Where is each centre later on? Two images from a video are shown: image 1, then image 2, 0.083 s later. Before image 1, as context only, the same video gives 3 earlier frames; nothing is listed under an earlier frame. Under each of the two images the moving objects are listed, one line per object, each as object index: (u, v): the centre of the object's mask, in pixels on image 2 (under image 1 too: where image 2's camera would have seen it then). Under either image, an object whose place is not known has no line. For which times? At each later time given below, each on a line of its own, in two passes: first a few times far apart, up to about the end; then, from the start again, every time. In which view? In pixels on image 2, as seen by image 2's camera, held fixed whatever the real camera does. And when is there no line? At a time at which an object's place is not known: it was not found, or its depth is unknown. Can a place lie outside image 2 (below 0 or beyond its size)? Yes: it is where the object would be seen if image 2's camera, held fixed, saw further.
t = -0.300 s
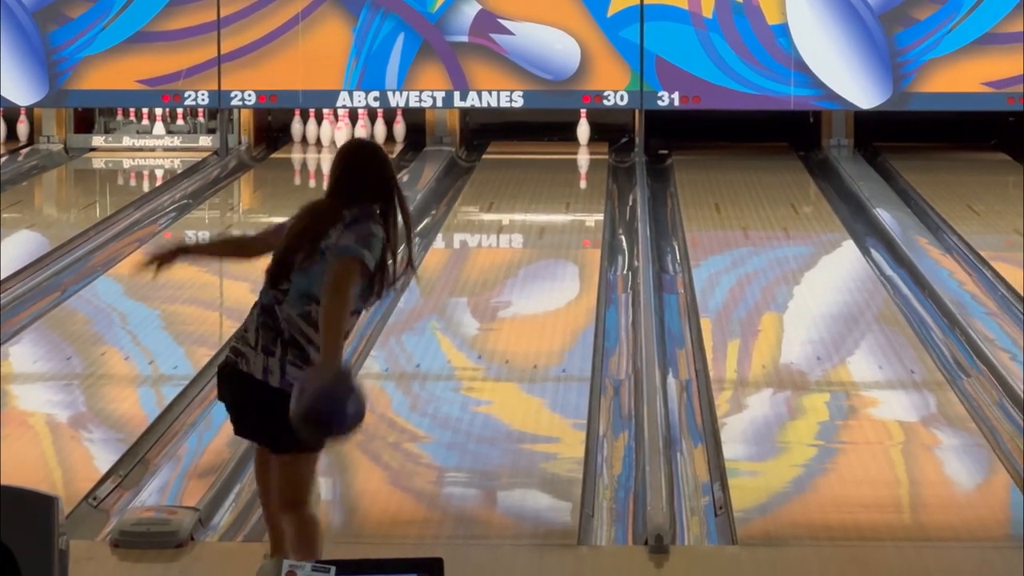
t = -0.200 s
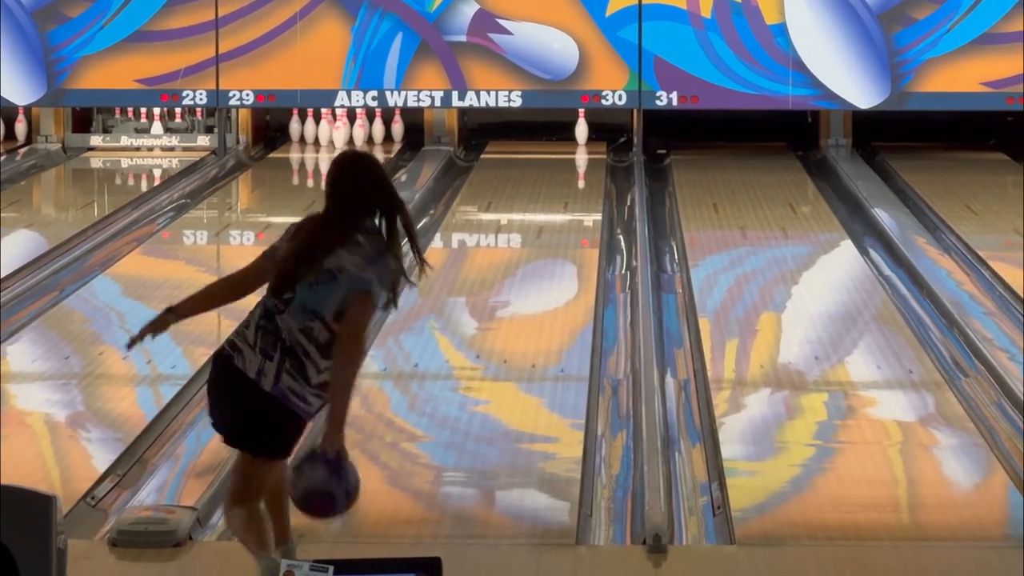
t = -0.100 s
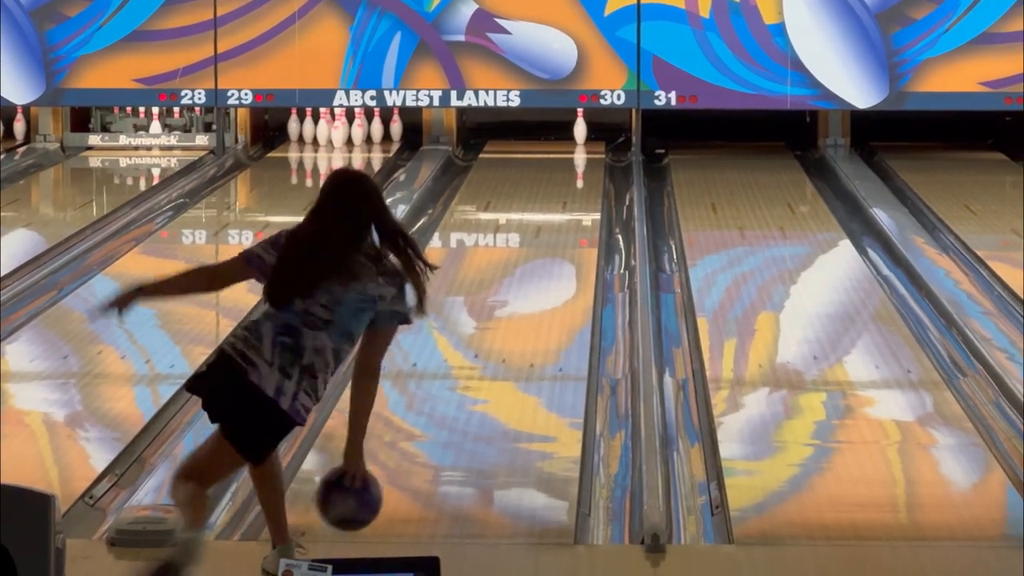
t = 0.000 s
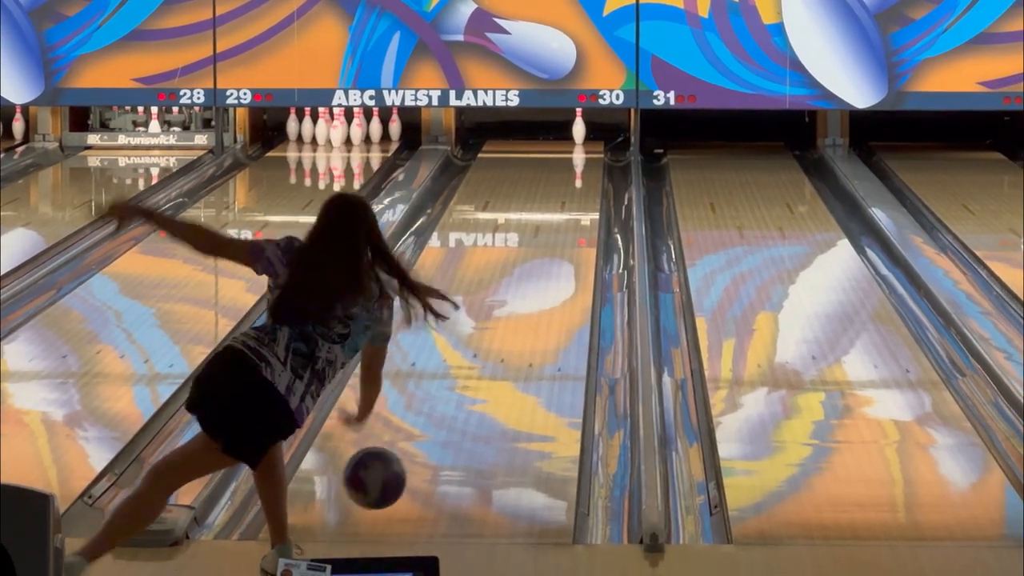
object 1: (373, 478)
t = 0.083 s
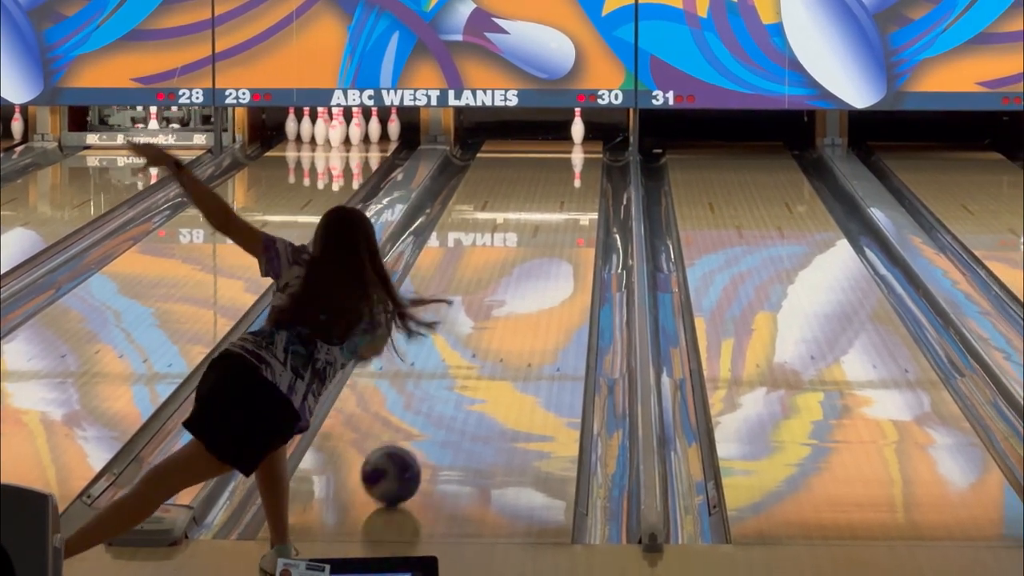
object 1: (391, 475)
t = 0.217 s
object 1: (416, 436)
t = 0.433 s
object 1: (449, 383)
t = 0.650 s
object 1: (477, 339)
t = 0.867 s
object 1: (500, 303)
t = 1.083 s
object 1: (519, 272)
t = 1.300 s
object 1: (535, 245)
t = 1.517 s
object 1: (548, 224)
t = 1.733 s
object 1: (560, 204)
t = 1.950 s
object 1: (569, 187)
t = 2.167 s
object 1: (577, 171)
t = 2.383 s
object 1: (583, 159)
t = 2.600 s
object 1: (589, 147)
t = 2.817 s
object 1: (592, 137)
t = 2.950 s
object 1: (598, 131)
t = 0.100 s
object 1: (394, 469)
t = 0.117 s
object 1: (397, 464)
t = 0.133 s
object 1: (401, 459)
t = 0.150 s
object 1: (404, 455)
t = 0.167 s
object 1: (407, 450)
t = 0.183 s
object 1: (410, 445)
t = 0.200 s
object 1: (413, 440)
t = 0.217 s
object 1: (416, 436)
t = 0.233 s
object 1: (419, 431)
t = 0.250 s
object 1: (421, 427)
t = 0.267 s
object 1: (424, 423)
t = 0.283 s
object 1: (427, 418)
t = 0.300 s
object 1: (430, 415)
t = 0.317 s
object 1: (432, 410)
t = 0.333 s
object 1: (435, 406)
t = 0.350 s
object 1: (437, 402)
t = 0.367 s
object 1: (440, 398)
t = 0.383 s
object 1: (442, 394)
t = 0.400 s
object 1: (445, 390)
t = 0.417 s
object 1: (447, 386)
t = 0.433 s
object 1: (449, 383)
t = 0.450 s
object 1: (452, 379)
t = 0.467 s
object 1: (454, 375)
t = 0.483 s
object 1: (456, 371)
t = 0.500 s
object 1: (458, 368)
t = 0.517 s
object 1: (460, 365)
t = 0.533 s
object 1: (462, 361)
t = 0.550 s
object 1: (465, 358)
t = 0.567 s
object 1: (467, 355)
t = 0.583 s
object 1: (469, 352)
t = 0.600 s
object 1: (471, 348)
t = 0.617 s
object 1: (473, 345)
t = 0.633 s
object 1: (475, 342)
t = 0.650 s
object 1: (477, 339)
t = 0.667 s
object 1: (479, 335)
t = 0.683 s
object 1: (481, 333)
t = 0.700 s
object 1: (483, 330)
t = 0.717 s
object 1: (484, 327)
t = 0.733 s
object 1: (486, 324)
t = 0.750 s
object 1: (488, 321)
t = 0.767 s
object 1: (489, 319)
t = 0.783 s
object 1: (491, 316)
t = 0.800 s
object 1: (494, 313)
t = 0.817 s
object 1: (495, 311)
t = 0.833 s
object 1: (497, 308)
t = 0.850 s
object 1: (498, 305)
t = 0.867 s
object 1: (500, 303)
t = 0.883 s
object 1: (502, 300)
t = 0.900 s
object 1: (503, 298)
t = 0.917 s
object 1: (504, 295)
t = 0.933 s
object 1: (506, 293)
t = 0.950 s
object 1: (507, 290)
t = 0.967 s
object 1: (509, 288)
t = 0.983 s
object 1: (510, 285)
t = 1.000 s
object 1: (511, 283)
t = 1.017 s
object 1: (513, 281)
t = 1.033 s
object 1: (515, 279)
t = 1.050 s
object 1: (516, 276)
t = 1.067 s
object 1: (517, 274)
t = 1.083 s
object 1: (519, 272)
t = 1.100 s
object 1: (520, 270)
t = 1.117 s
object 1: (521, 268)
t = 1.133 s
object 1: (523, 266)
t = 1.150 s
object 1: (524, 263)
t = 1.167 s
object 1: (525, 261)
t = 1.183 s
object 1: (527, 259)
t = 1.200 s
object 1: (528, 258)
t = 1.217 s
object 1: (529, 255)
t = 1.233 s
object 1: (530, 254)
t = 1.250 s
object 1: (531, 252)
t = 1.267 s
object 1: (532, 249)
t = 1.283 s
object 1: (533, 248)
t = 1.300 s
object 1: (535, 245)
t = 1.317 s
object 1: (536, 244)
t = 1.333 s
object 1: (537, 242)
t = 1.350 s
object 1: (538, 241)
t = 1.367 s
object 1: (540, 239)
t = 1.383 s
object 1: (541, 237)
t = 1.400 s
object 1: (542, 235)
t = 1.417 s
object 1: (542, 234)
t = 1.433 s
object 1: (543, 232)
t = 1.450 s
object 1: (544, 230)
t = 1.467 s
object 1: (545, 228)
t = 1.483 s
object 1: (546, 227)
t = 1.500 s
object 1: (547, 225)
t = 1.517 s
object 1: (548, 224)
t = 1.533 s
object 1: (549, 222)
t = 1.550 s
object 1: (550, 221)
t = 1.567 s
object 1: (551, 219)
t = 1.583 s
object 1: (552, 218)
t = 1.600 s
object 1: (553, 216)
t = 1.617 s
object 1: (554, 215)
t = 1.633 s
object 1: (555, 213)
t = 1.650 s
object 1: (556, 211)
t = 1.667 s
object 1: (557, 210)
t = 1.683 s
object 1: (558, 209)
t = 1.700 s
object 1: (558, 207)
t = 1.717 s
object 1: (559, 206)
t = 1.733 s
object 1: (560, 204)
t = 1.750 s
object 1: (561, 202)
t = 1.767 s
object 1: (562, 201)
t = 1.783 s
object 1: (562, 200)
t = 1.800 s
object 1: (563, 199)
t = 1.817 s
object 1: (564, 197)
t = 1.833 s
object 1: (564, 196)
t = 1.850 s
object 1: (565, 195)
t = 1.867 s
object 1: (566, 194)
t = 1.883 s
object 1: (567, 192)
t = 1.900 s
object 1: (567, 191)
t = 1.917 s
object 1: (568, 189)
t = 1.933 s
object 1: (568, 189)
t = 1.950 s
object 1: (569, 187)
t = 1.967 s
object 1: (570, 186)
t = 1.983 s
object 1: (571, 185)
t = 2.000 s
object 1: (571, 184)
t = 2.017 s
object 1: (572, 182)
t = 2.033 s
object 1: (572, 181)
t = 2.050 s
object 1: (573, 180)
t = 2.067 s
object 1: (574, 179)
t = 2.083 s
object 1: (575, 177)
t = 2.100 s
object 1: (576, 176)
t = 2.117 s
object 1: (576, 175)
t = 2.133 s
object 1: (576, 174)
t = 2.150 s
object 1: (576, 172)
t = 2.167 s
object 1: (577, 171)
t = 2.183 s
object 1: (578, 170)
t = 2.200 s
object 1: (579, 169)
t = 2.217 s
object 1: (579, 168)
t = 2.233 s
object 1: (580, 167)
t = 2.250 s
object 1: (580, 166)
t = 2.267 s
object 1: (580, 165)
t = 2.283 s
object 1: (581, 164)
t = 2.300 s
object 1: (581, 164)
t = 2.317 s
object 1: (582, 162)
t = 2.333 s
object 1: (582, 161)
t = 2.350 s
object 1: (583, 160)
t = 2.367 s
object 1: (583, 160)
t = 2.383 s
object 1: (583, 159)
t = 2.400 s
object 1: (584, 158)
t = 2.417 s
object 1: (583, 158)
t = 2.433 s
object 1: (584, 157)
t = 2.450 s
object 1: (585, 157)
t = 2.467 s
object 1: (586, 154)
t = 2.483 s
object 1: (586, 154)
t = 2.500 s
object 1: (587, 153)
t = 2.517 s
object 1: (587, 152)
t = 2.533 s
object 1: (587, 150)
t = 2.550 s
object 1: (588, 149)
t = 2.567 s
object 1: (588, 148)
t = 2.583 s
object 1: (589, 147)
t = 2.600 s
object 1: (589, 147)
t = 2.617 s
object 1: (589, 146)
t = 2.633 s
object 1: (590, 146)
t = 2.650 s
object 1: (590, 145)
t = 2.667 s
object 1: (591, 144)
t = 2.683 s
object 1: (591, 142)
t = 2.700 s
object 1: (591, 142)
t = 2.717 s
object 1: (591, 142)
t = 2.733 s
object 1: (591, 141)
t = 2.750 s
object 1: (592, 141)
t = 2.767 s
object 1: (592, 140)
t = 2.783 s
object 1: (592, 138)
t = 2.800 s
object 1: (592, 137)
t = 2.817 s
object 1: (592, 137)
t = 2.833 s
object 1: (592, 135)
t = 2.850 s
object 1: (592, 135)
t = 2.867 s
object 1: (592, 135)
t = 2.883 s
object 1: (592, 134)
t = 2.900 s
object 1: (593, 133)
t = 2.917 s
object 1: (593, 132)
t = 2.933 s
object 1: (597, 131)
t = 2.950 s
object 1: (598, 131)
